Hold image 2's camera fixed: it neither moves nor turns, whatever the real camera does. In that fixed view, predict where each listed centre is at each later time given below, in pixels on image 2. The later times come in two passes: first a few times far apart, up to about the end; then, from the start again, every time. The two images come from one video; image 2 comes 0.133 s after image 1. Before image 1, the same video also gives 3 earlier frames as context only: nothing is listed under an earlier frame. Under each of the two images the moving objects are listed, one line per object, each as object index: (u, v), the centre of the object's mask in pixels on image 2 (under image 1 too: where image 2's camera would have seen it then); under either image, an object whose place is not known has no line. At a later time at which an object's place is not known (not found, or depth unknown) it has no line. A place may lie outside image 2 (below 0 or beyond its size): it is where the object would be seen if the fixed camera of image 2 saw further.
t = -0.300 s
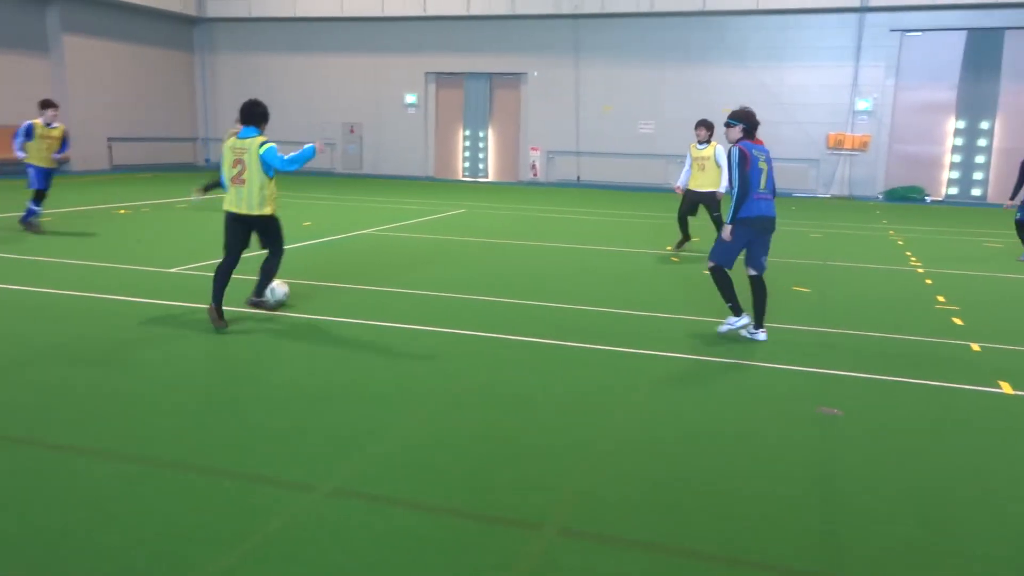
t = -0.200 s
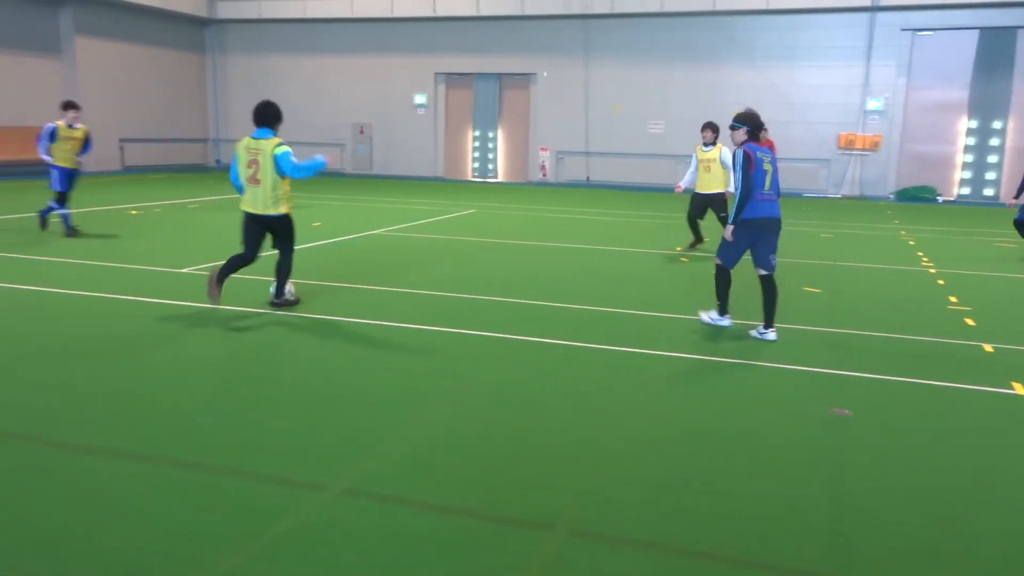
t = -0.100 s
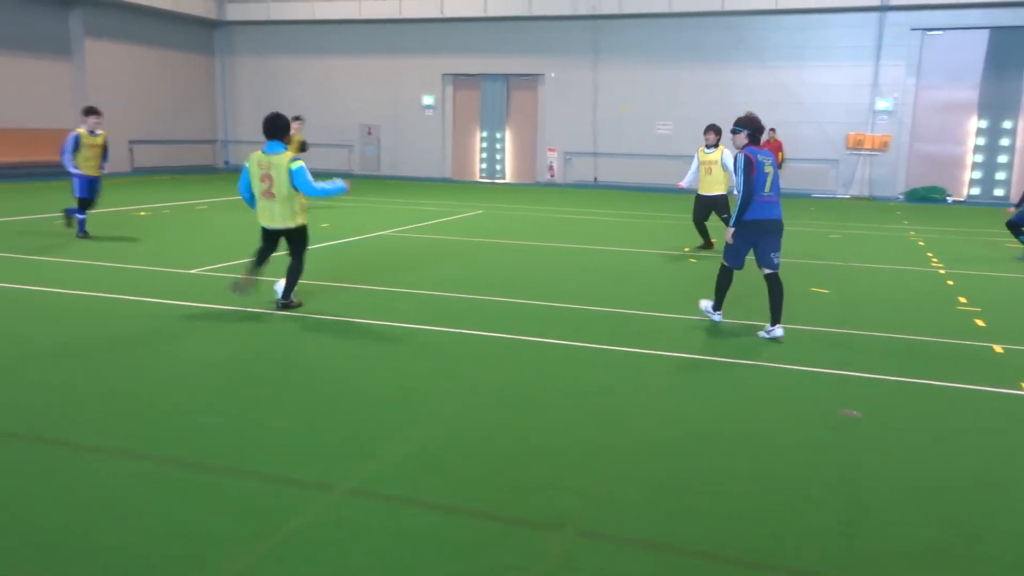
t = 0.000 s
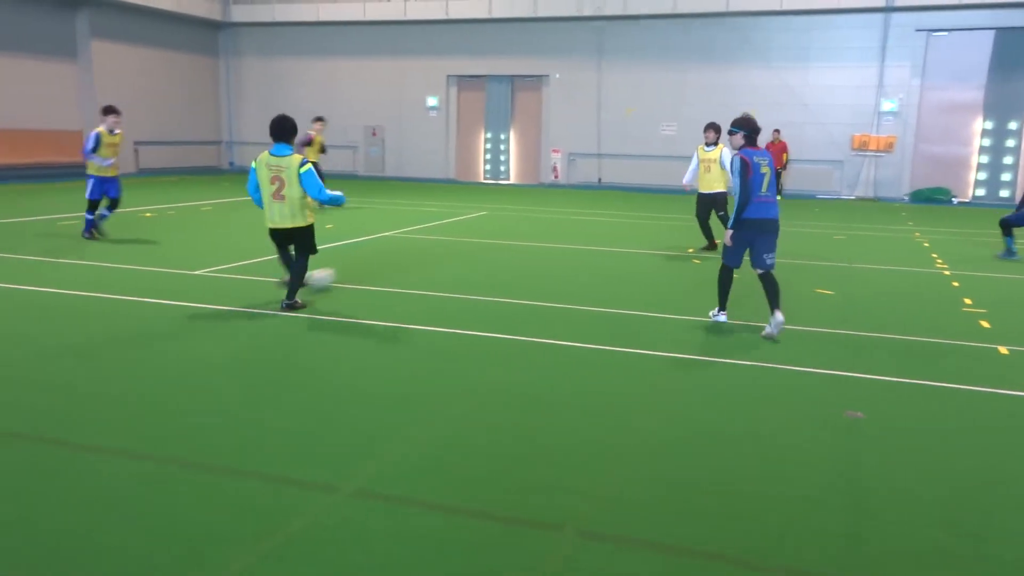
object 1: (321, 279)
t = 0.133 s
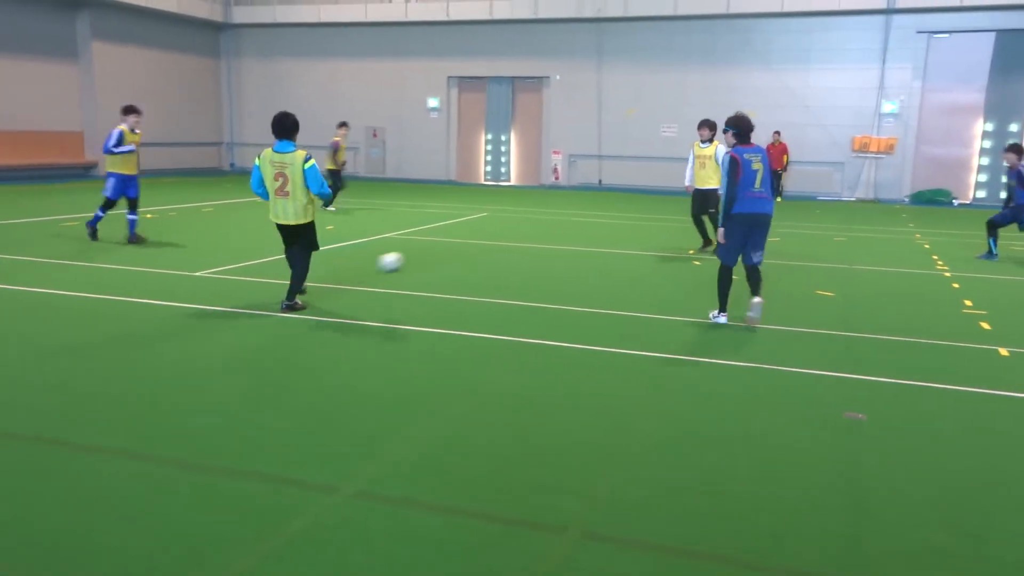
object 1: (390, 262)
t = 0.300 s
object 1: (450, 245)
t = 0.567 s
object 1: (511, 228)
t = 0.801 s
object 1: (544, 218)
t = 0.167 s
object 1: (405, 258)
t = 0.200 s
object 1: (417, 254)
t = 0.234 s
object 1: (429, 251)
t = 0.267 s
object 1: (439, 247)
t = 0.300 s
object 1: (450, 245)
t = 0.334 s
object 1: (459, 242)
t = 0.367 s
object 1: (468, 240)
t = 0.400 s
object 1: (477, 237)
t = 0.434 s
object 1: (484, 235)
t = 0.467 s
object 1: (491, 233)
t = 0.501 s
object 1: (498, 231)
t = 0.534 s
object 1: (504, 229)
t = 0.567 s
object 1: (511, 228)
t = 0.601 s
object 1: (516, 226)
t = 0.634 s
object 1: (521, 225)
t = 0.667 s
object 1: (526, 223)
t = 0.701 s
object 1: (531, 222)
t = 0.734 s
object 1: (535, 221)
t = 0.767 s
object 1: (540, 219)
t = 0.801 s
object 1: (544, 218)
